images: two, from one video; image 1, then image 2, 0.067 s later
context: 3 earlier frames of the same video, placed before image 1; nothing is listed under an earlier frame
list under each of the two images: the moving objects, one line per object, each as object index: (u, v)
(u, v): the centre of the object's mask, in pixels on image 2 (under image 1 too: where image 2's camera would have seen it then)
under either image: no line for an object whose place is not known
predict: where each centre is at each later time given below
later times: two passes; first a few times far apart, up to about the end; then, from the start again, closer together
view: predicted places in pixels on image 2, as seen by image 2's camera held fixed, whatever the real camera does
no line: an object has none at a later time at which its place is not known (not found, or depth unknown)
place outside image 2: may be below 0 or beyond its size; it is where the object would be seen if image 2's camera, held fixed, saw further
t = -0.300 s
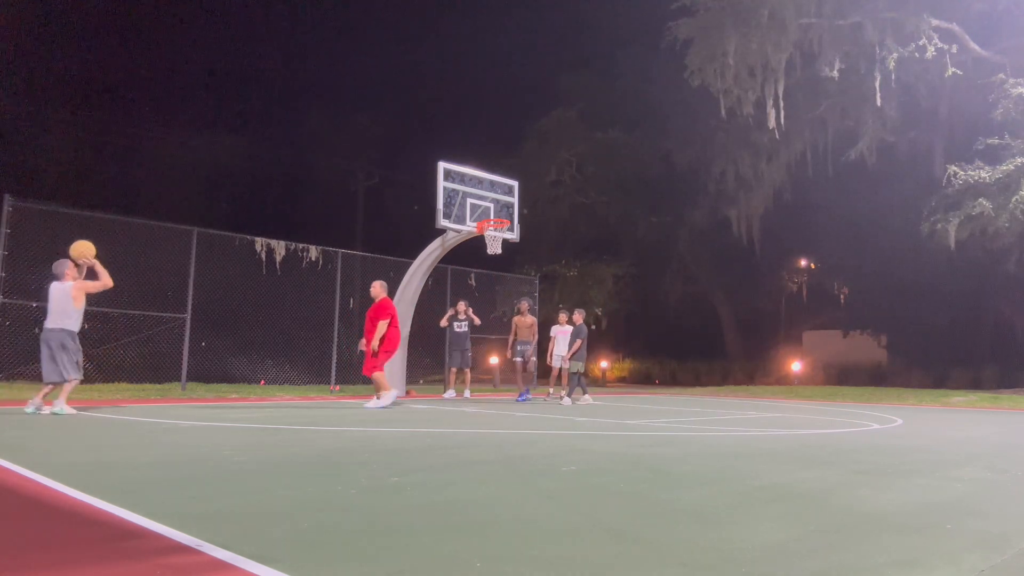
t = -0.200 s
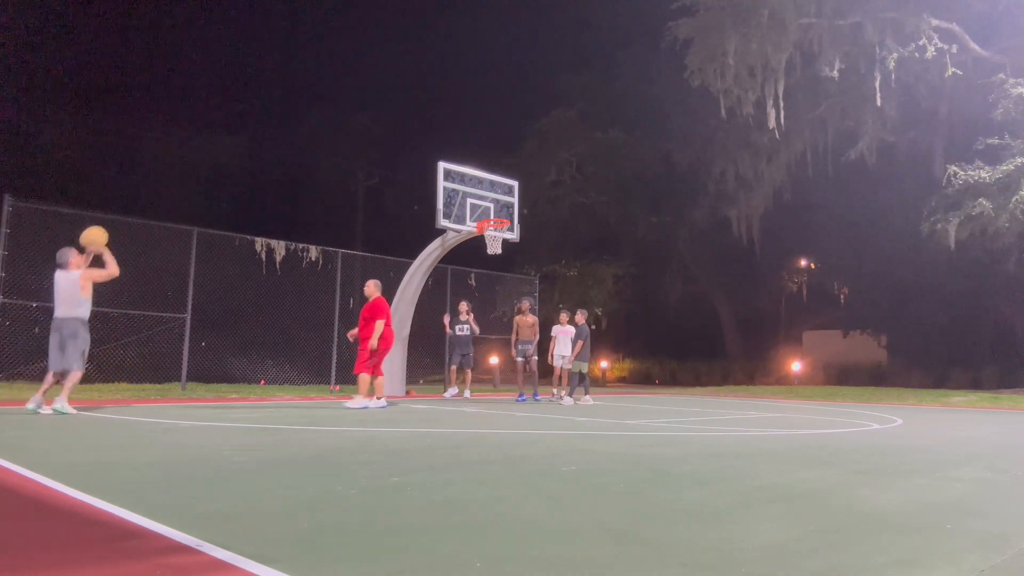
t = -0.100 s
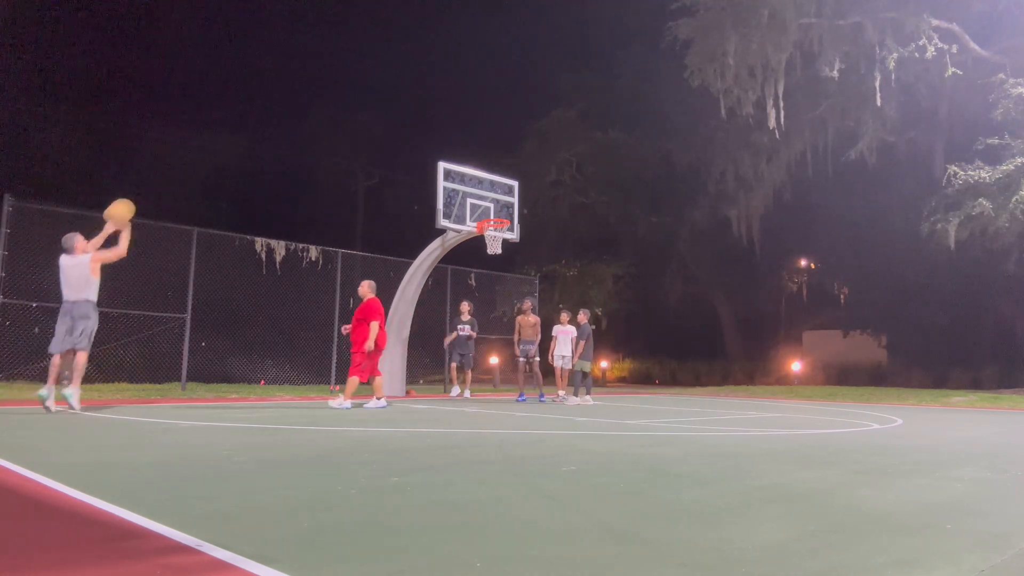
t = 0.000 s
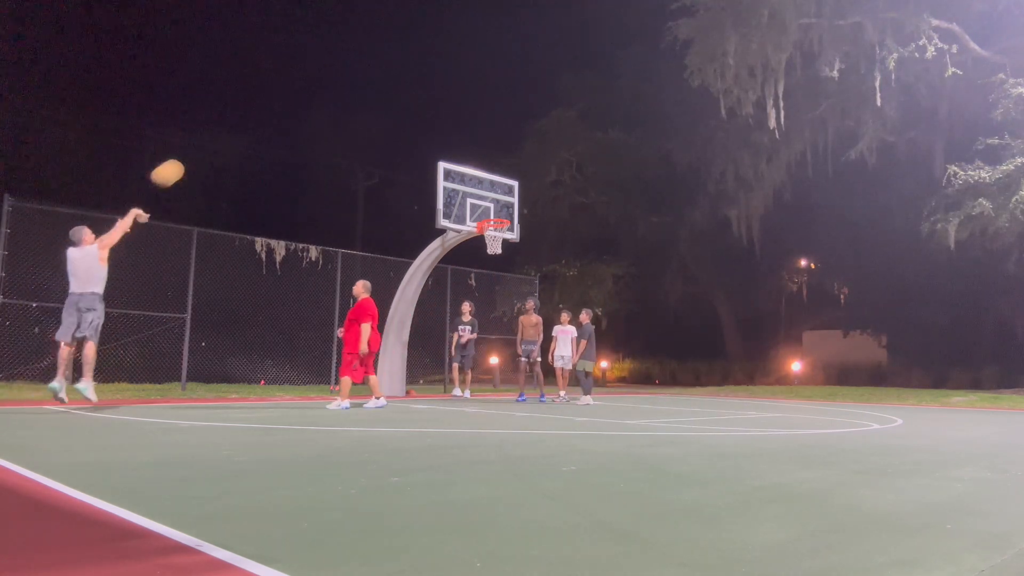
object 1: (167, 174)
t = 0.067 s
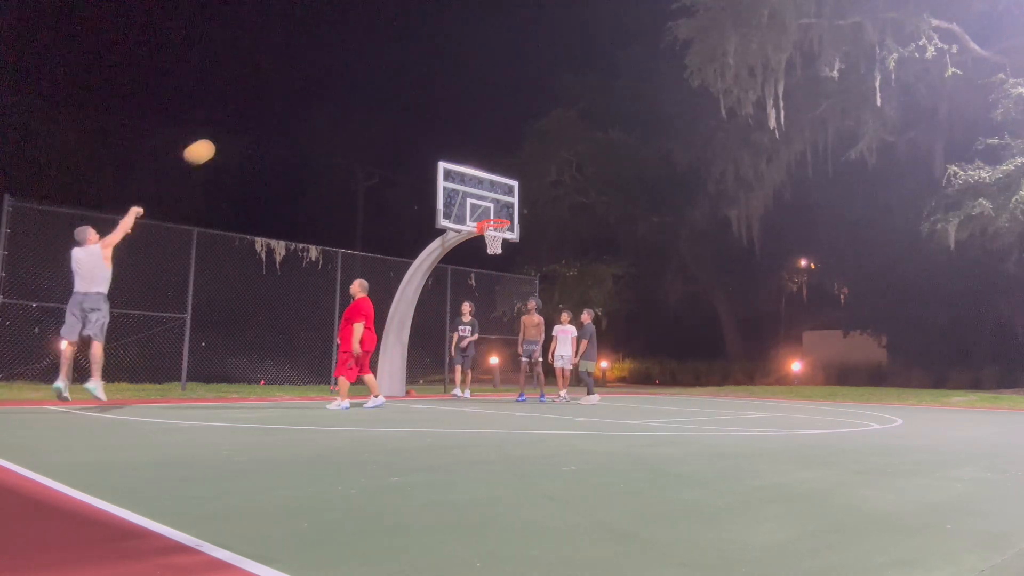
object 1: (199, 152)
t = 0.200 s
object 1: (256, 123)
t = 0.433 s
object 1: (339, 106)
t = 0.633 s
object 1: (398, 121)
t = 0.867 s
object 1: (456, 161)
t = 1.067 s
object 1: (499, 213)
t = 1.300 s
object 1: (516, 212)
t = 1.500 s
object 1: (528, 225)
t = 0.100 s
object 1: (214, 143)
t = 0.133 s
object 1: (229, 136)
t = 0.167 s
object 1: (243, 129)
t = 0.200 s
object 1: (256, 123)
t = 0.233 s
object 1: (269, 118)
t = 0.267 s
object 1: (282, 114)
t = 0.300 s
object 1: (294, 111)
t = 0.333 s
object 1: (306, 109)
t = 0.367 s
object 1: (317, 107)
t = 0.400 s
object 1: (328, 106)
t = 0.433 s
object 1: (339, 106)
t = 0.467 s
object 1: (350, 107)
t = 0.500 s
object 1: (360, 109)
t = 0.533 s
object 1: (370, 111)
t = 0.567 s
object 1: (380, 113)
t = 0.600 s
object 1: (389, 117)
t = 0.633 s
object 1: (398, 121)
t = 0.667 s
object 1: (407, 125)
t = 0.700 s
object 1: (416, 130)
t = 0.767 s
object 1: (432, 142)
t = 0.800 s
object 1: (440, 149)
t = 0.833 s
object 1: (448, 155)
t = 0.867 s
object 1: (456, 161)
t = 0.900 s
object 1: (464, 171)
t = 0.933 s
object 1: (471, 181)
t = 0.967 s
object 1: (478, 188)
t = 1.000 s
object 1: (486, 199)
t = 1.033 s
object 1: (494, 210)
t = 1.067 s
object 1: (499, 213)
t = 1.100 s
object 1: (502, 214)
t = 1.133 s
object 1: (506, 215)
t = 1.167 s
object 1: (507, 214)
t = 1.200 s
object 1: (509, 213)
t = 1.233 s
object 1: (512, 212)
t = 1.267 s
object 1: (514, 211)
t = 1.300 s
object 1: (516, 212)
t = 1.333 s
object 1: (519, 213)
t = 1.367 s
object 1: (521, 214)
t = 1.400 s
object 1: (523, 216)
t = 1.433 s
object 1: (524, 218)
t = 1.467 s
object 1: (526, 222)
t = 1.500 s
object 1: (528, 225)
